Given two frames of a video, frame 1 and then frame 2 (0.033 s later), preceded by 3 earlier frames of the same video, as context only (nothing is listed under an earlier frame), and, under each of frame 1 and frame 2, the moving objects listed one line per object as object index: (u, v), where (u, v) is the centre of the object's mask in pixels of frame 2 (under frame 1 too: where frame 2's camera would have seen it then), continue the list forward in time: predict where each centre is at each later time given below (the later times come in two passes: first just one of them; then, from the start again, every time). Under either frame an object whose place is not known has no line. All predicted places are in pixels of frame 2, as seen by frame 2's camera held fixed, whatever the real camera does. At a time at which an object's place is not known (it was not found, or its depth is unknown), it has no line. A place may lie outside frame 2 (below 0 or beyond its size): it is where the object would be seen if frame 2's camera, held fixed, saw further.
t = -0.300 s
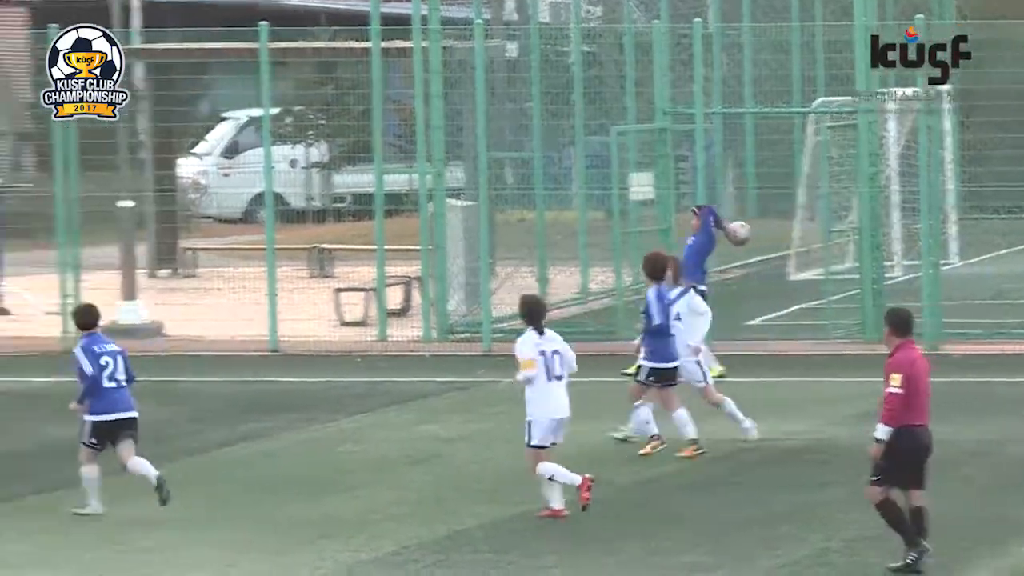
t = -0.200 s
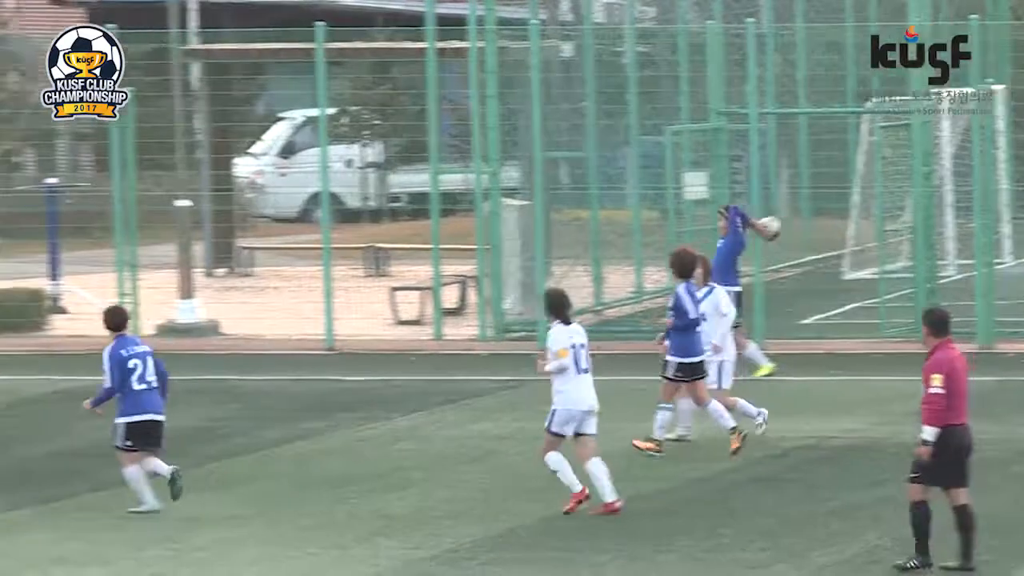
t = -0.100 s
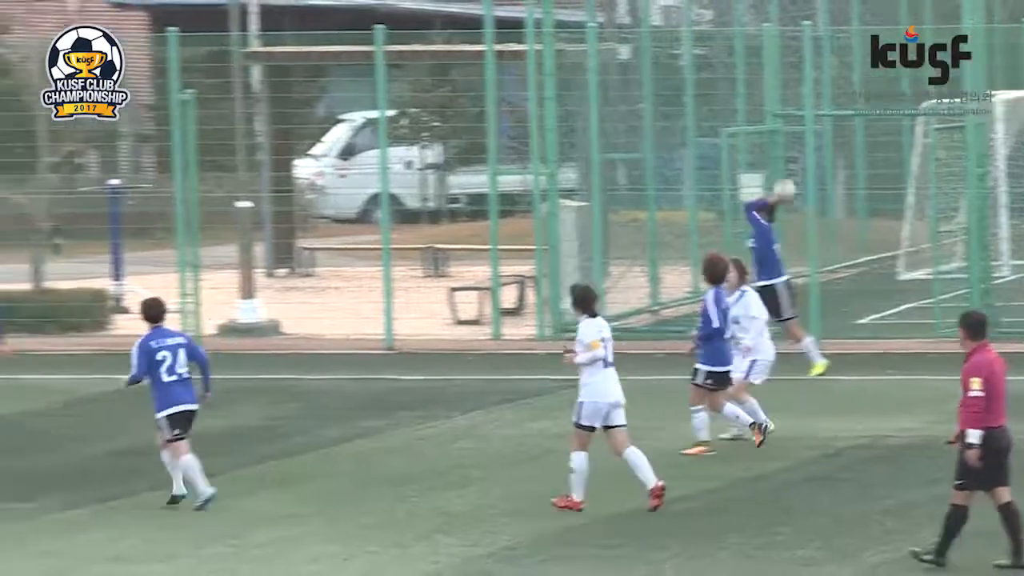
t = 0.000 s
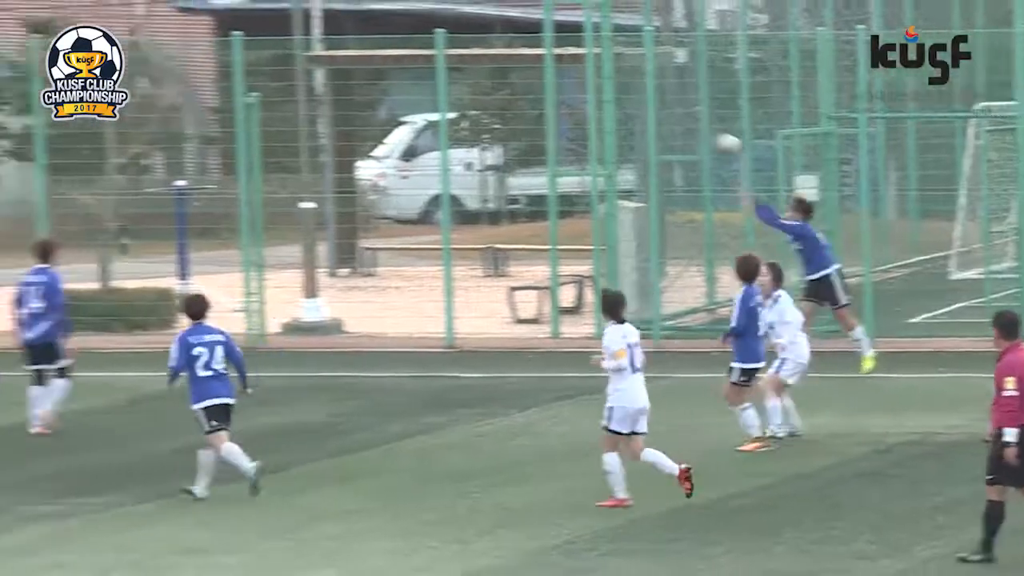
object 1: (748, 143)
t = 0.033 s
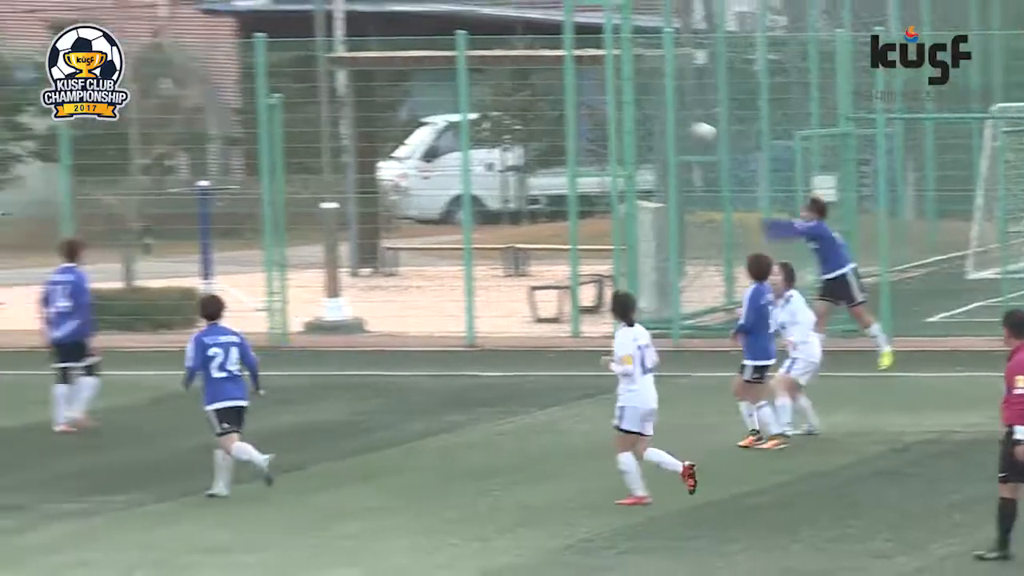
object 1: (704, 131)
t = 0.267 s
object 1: (405, 87)
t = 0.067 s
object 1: (659, 123)
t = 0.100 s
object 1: (615, 114)
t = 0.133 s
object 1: (574, 105)
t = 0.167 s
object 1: (533, 98)
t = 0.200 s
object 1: (490, 92)
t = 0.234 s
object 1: (448, 90)
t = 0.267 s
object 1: (405, 87)
